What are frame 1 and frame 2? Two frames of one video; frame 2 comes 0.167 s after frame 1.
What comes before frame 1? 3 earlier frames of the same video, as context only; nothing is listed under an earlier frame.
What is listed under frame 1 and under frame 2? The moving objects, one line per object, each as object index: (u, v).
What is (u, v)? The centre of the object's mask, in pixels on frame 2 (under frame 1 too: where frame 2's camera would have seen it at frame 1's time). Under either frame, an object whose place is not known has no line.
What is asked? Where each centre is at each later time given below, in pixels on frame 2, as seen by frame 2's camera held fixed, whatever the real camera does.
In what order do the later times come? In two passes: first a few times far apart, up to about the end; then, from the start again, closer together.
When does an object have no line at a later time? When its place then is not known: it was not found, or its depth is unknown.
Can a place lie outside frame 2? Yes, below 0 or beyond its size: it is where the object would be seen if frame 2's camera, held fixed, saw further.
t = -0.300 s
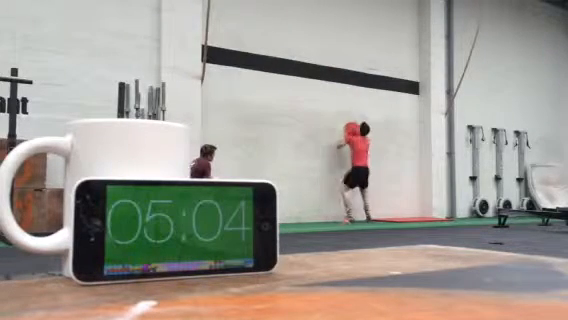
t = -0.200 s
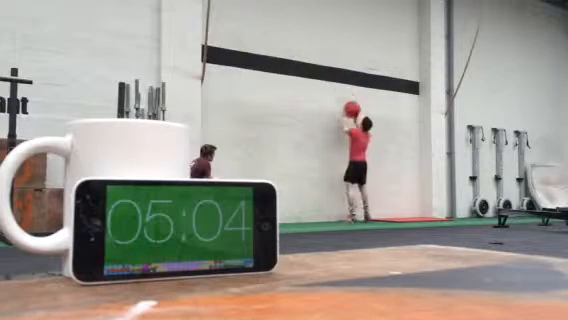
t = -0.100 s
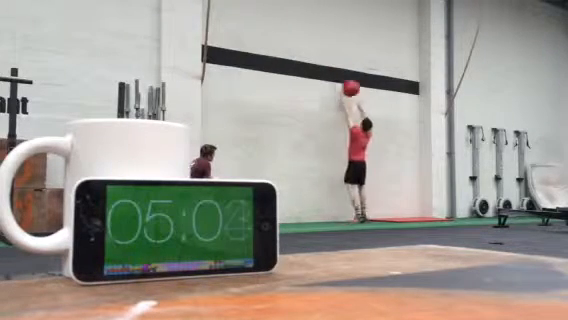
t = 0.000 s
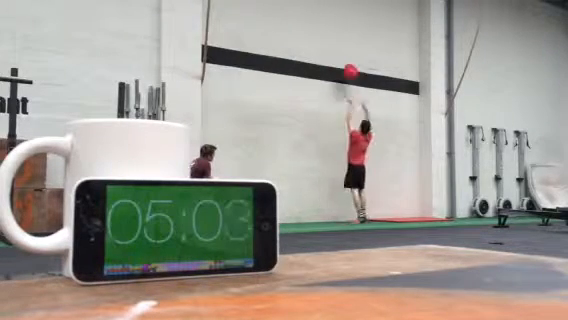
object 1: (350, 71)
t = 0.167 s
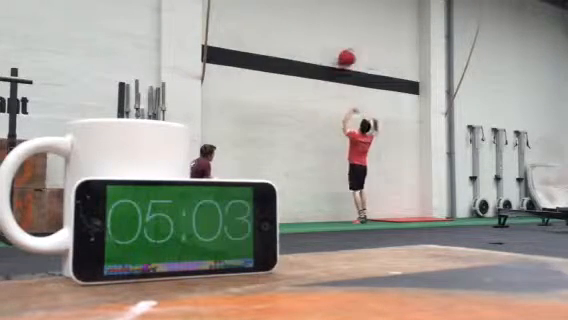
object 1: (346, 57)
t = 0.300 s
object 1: (344, 56)
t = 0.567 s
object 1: (346, 74)
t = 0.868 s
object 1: (348, 138)
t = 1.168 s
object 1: (349, 211)
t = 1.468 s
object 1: (346, 205)
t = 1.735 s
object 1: (346, 214)
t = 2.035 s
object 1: (346, 214)
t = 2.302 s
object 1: (346, 215)
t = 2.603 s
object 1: (346, 215)
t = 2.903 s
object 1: (346, 215)
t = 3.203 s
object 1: (346, 215)
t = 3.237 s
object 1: (346, 215)
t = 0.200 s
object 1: (346, 56)
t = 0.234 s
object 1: (345, 56)
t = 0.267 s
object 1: (345, 55)
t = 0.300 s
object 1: (344, 56)
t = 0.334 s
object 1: (344, 56)
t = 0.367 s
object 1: (344, 57)
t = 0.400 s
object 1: (344, 59)
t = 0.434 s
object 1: (344, 60)
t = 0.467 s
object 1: (345, 63)
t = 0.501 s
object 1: (345, 67)
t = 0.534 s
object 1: (346, 70)
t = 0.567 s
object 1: (346, 74)
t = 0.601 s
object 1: (346, 78)
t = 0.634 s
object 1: (346, 82)
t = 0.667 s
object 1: (346, 89)
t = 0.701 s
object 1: (347, 97)
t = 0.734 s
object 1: (348, 104)
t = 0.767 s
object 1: (348, 111)
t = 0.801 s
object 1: (347, 120)
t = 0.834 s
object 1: (347, 129)
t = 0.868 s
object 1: (348, 138)
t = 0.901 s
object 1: (348, 148)
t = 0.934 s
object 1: (349, 158)
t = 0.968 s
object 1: (349, 169)
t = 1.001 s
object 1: (349, 180)
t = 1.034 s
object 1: (349, 191)
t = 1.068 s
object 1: (349, 204)
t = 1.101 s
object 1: (349, 216)
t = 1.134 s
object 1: (349, 214)
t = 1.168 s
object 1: (349, 211)
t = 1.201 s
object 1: (348, 208)
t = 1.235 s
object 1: (348, 206)
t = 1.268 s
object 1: (348, 204)
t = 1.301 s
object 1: (348, 203)
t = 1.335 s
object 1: (347, 202)
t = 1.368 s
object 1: (347, 202)
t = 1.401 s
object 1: (347, 202)
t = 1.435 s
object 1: (346, 203)
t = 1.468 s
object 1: (346, 205)
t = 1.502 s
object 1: (346, 207)
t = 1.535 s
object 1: (345, 210)
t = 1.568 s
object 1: (345, 214)
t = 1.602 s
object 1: (345, 216)
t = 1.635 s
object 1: (345, 214)
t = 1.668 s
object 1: (345, 214)
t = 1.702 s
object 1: (346, 214)
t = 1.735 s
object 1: (346, 214)
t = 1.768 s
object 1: (346, 214)
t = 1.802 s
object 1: (346, 214)
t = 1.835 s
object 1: (346, 214)
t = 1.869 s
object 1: (346, 214)
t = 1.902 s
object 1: (346, 214)
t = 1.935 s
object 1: (346, 214)
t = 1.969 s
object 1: (346, 214)
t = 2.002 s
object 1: (346, 214)
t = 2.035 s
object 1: (346, 214)
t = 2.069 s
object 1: (346, 214)
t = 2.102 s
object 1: (346, 214)
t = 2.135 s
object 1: (346, 214)
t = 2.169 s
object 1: (346, 215)
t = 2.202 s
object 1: (346, 215)
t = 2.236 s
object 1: (346, 215)
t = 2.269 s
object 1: (346, 215)
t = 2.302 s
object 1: (346, 215)
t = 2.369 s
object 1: (346, 214)
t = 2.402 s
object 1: (346, 215)
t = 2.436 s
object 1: (346, 215)
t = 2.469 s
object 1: (346, 215)
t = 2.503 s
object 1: (346, 215)
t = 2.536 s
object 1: (346, 215)
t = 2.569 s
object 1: (346, 215)
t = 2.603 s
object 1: (346, 215)
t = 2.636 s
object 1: (346, 215)
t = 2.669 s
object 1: (346, 215)
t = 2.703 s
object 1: (346, 215)
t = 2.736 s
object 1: (346, 214)
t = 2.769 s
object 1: (346, 215)
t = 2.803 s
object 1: (346, 215)
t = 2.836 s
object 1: (346, 215)
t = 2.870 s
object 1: (346, 215)
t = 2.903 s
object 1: (346, 215)
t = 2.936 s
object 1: (346, 215)
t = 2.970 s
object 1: (346, 214)
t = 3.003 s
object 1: (346, 215)
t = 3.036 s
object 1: (346, 215)
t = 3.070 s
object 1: (346, 215)
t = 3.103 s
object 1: (346, 215)
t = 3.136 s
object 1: (346, 215)
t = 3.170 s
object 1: (346, 214)
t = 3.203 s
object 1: (346, 215)
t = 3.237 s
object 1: (346, 215)
